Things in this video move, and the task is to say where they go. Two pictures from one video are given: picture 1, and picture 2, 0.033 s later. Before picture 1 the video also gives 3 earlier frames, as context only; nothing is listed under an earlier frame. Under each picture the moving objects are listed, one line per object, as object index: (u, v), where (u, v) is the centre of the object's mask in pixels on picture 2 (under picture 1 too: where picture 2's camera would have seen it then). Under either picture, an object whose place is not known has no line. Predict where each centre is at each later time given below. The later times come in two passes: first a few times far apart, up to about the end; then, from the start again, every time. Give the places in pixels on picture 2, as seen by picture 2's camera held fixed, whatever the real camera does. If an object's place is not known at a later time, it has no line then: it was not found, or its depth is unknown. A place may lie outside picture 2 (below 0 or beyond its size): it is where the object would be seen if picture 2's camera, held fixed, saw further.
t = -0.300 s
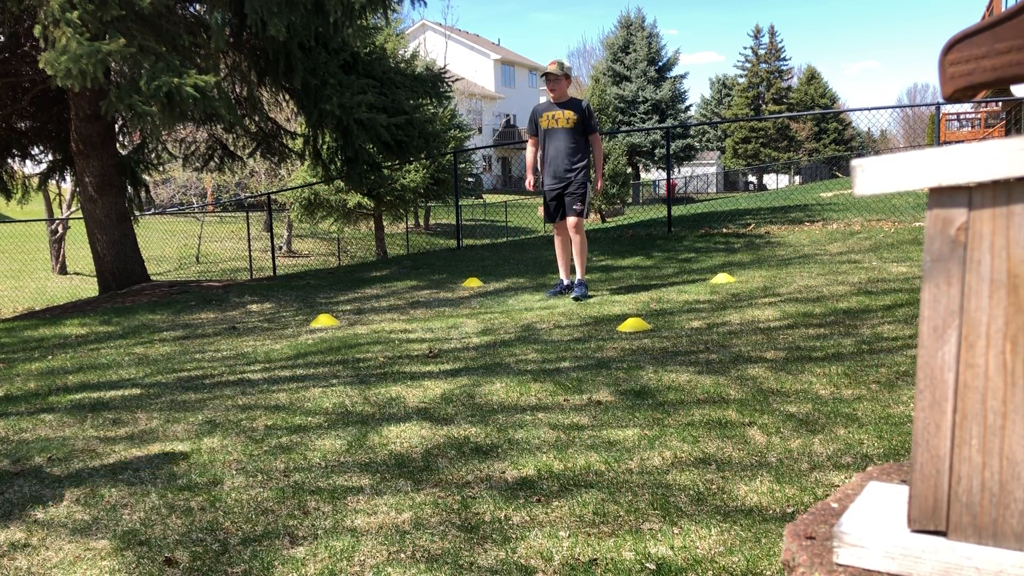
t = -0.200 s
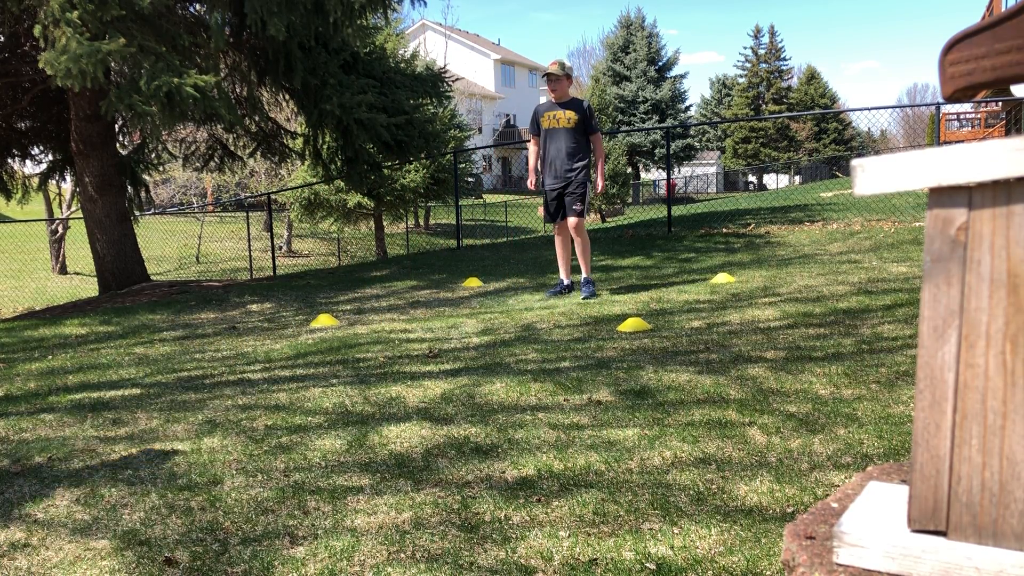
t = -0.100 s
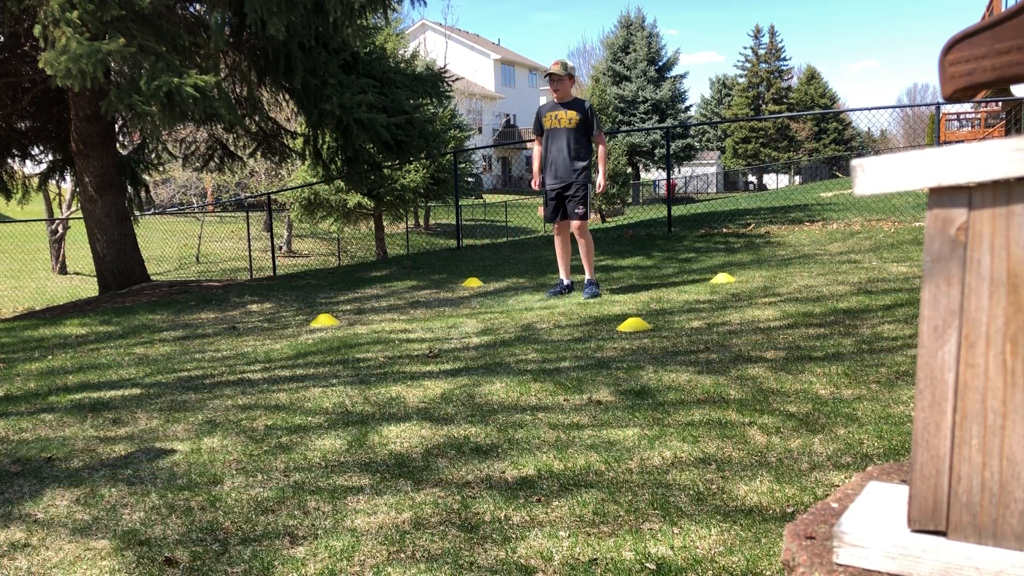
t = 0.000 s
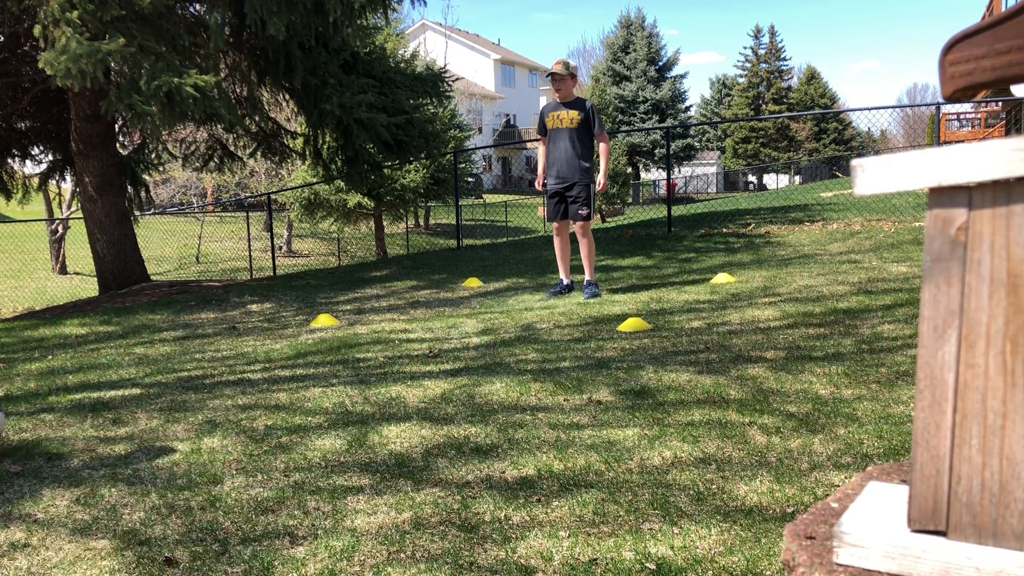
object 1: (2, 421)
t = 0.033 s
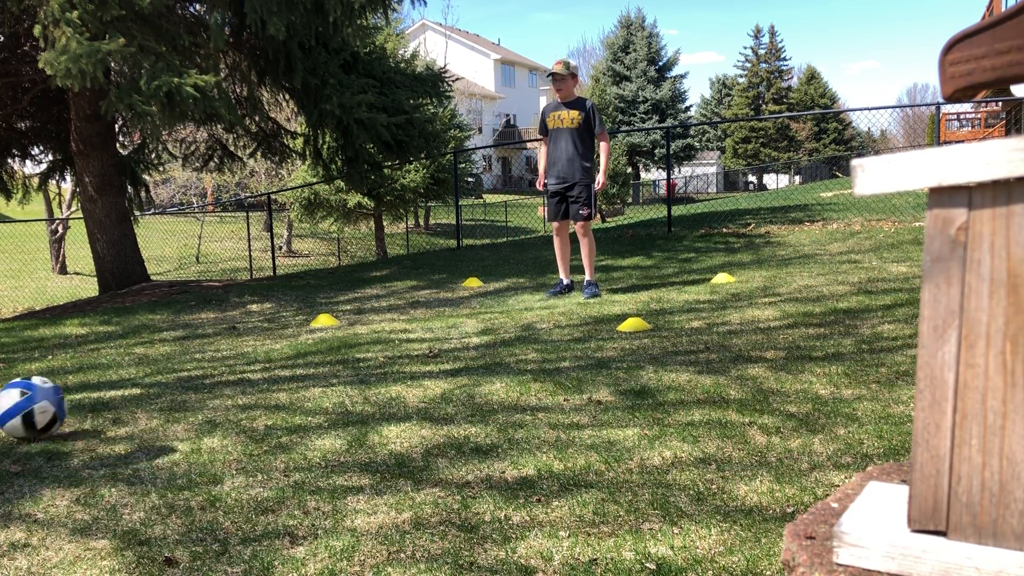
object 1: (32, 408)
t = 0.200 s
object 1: (249, 357)
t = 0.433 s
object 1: (408, 317)
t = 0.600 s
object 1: (477, 305)
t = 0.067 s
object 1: (88, 398)
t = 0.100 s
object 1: (137, 386)
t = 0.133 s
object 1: (178, 373)
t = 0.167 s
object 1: (215, 364)
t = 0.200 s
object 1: (249, 357)
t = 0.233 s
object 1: (279, 348)
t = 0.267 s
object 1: (305, 340)
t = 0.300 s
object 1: (330, 335)
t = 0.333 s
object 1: (353, 332)
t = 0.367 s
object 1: (374, 328)
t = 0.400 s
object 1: (391, 321)
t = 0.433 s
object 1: (408, 317)
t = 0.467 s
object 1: (423, 314)
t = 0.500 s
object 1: (439, 314)
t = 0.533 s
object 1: (452, 311)
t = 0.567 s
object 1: (465, 307)
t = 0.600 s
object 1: (477, 305)
